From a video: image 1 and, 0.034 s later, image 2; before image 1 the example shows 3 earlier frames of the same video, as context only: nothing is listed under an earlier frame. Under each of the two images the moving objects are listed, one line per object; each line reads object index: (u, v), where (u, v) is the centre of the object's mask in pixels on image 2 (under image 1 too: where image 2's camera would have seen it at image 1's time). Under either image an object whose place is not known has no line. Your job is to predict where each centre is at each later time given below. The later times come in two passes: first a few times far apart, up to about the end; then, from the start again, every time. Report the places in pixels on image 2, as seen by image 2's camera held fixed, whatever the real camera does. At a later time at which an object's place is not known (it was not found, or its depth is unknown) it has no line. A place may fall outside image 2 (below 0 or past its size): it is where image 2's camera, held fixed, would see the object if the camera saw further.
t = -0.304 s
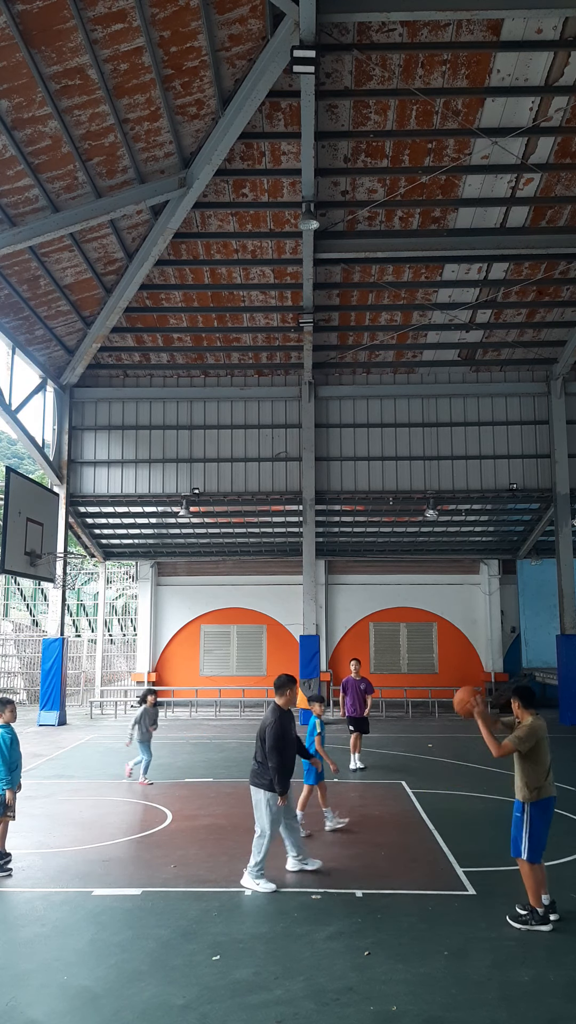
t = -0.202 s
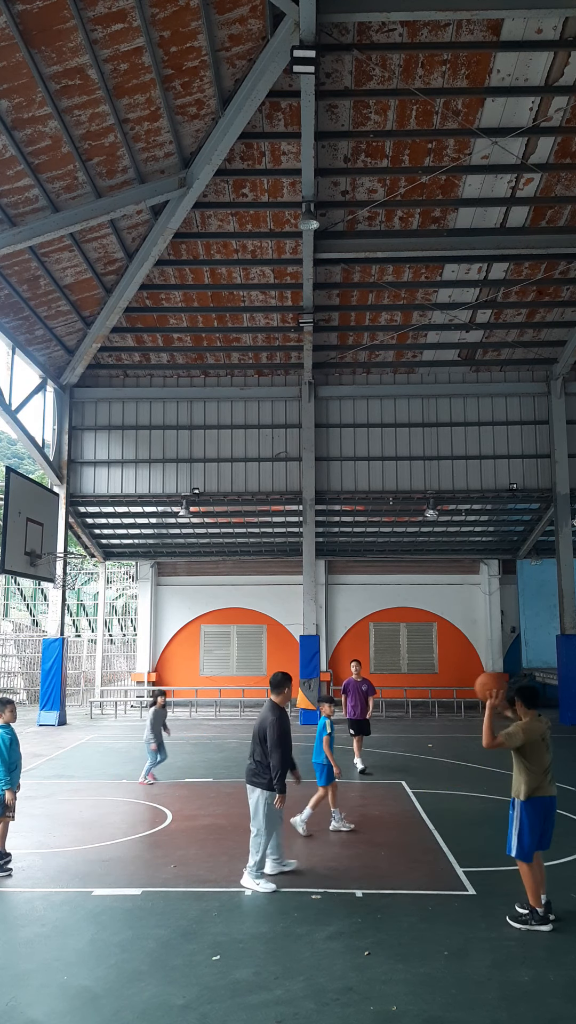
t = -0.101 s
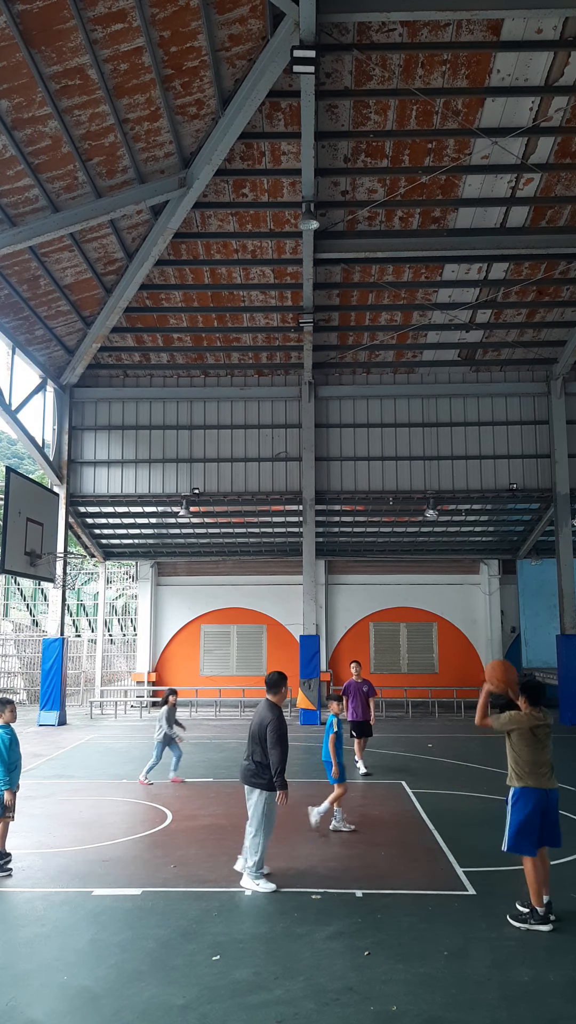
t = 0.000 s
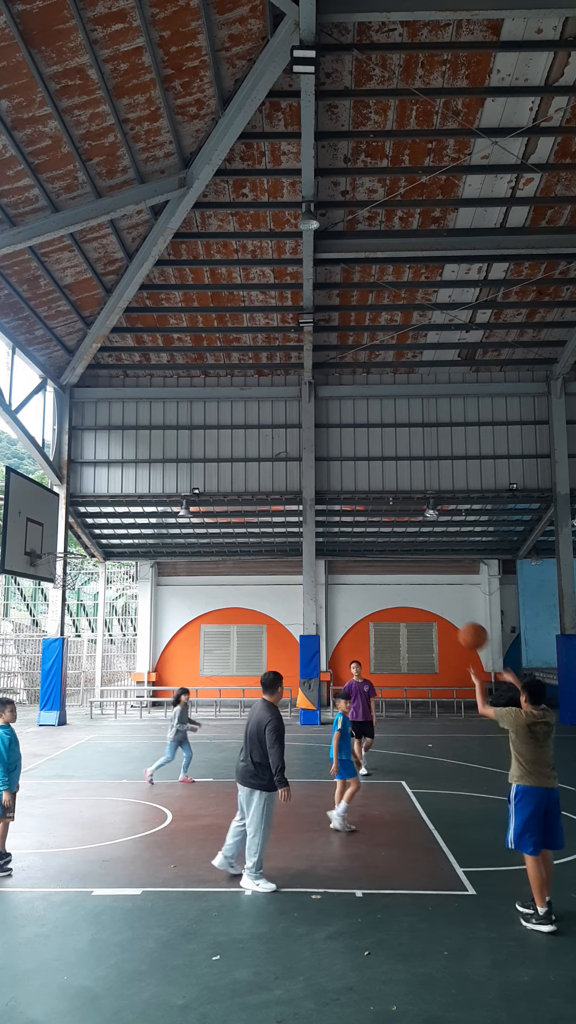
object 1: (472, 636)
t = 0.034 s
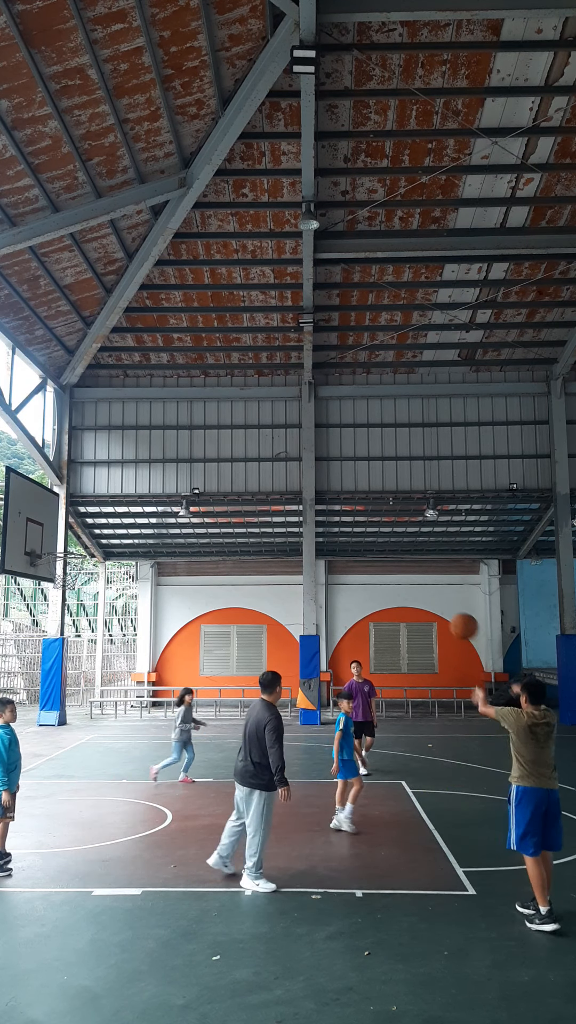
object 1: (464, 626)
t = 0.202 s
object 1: (426, 602)
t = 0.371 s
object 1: (401, 608)
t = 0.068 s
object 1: (455, 618)
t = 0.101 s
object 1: (447, 612)
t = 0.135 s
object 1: (440, 607)
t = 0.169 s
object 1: (433, 604)
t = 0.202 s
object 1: (426, 602)
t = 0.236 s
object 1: (421, 601)
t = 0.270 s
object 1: (415, 602)
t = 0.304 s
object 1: (410, 603)
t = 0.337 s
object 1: (405, 605)
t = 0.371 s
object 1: (401, 608)
